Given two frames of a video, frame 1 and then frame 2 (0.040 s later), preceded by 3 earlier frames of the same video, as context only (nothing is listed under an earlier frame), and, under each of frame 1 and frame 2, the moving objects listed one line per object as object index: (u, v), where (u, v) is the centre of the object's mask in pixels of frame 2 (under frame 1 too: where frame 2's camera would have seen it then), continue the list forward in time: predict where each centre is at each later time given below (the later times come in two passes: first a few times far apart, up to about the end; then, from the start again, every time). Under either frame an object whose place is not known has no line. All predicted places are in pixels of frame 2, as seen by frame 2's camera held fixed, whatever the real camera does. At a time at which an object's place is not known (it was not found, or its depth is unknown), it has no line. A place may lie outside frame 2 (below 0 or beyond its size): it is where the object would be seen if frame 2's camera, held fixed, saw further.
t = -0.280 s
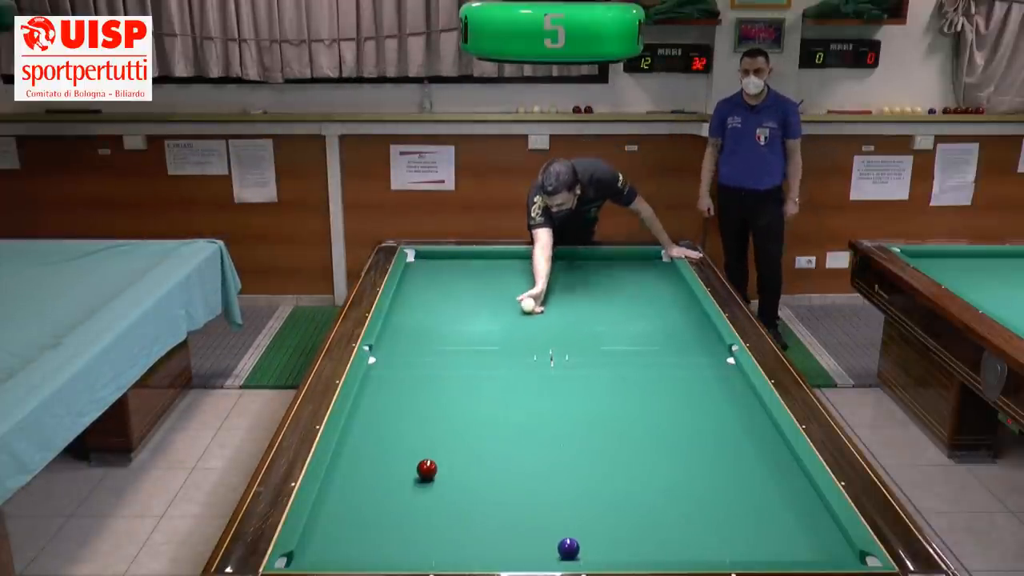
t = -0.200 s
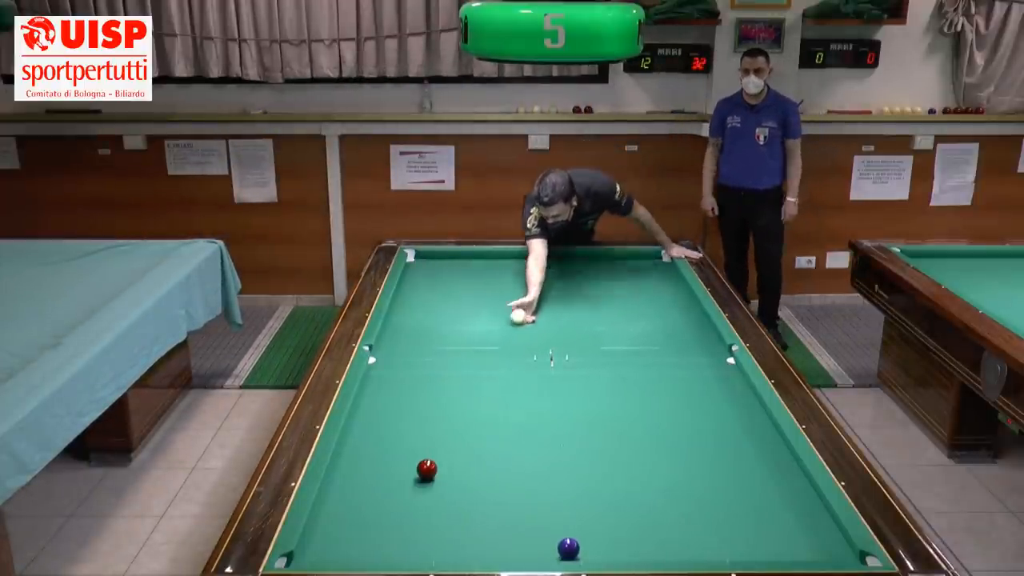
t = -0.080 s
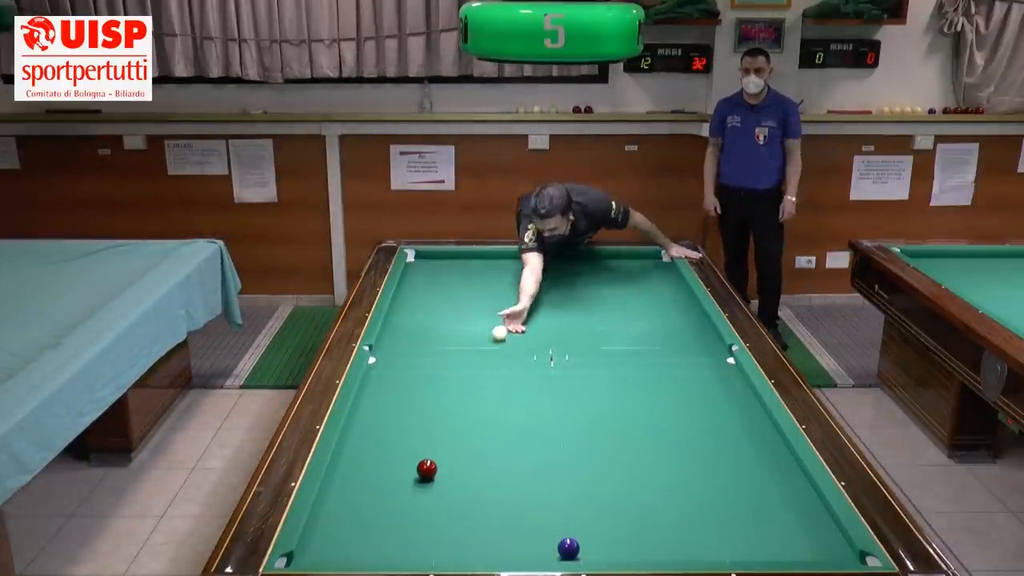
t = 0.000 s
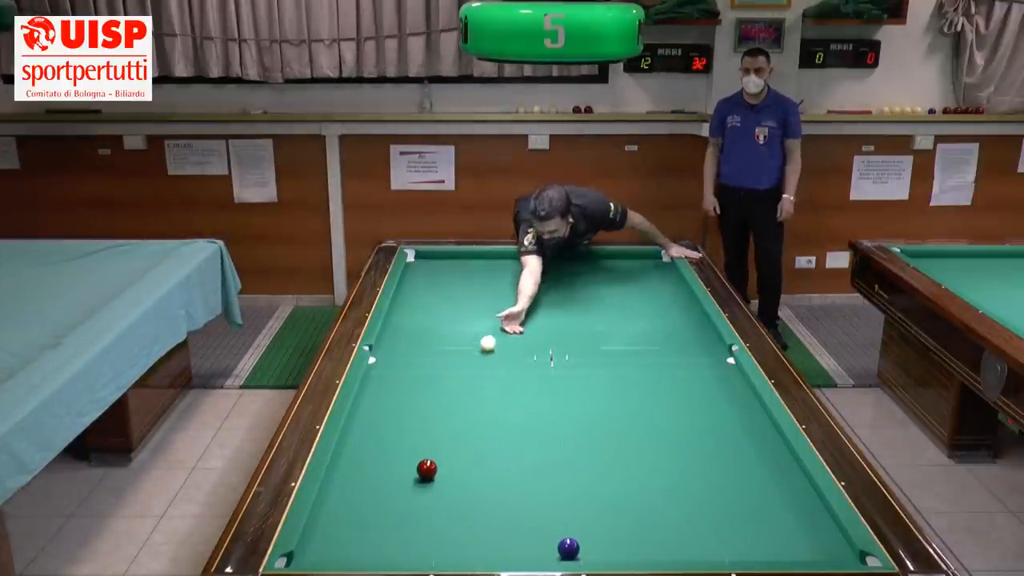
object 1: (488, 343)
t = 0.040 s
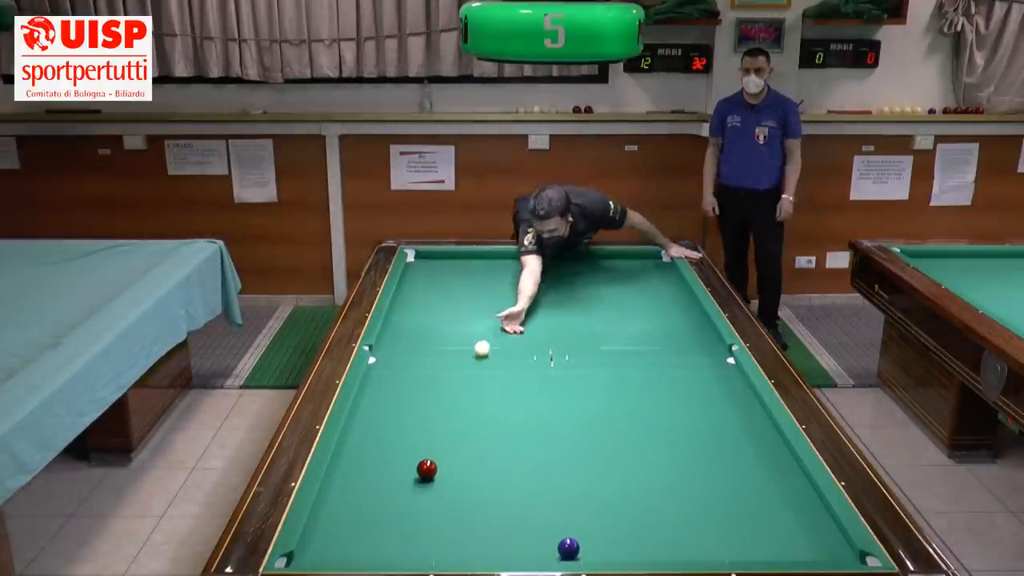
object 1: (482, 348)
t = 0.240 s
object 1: (452, 375)
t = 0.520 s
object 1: (403, 419)
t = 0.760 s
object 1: (352, 465)
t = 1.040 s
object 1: (339, 523)
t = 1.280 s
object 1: (355, 546)
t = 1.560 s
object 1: (393, 505)
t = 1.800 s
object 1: (416, 479)
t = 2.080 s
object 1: (419, 471)
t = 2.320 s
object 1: (422, 464)
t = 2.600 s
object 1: (426, 457)
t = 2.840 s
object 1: (428, 450)
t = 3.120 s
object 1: (431, 444)
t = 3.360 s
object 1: (433, 440)
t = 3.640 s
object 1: (436, 435)
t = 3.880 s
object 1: (437, 431)
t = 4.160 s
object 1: (439, 426)
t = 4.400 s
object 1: (440, 423)
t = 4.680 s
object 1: (441, 420)
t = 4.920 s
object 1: (441, 417)
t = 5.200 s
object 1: (442, 415)
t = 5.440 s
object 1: (442, 413)
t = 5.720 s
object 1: (442, 411)
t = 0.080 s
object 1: (476, 353)
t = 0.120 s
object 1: (470, 359)
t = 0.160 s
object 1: (464, 364)
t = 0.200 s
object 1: (458, 369)
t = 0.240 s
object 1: (452, 375)
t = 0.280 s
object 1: (446, 380)
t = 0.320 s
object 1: (439, 386)
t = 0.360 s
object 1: (432, 393)
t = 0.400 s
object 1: (426, 399)
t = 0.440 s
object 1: (418, 405)
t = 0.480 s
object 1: (411, 412)
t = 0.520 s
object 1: (403, 419)
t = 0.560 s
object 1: (395, 426)
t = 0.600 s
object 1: (387, 433)
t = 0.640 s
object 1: (379, 440)
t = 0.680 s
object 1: (370, 449)
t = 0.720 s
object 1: (361, 457)
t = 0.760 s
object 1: (352, 465)
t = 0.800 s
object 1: (342, 473)
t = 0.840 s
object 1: (333, 483)
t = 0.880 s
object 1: (335, 490)
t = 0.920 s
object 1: (337, 498)
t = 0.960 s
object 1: (338, 506)
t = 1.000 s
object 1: (339, 515)
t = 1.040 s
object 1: (339, 523)
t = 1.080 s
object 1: (340, 533)
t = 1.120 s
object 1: (341, 542)
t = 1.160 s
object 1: (342, 550)
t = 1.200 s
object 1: (343, 556)
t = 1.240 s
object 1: (349, 552)
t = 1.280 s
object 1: (355, 546)
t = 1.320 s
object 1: (361, 540)
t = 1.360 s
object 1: (367, 533)
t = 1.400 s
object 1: (372, 528)
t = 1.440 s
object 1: (377, 522)
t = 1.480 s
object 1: (383, 516)
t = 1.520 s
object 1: (388, 510)
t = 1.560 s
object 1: (393, 505)
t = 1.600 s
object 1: (398, 500)
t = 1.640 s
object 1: (402, 495)
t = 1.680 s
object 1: (407, 489)
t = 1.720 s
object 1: (412, 485)
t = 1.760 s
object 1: (416, 480)
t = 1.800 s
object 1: (416, 479)
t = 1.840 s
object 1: (416, 478)
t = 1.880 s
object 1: (416, 477)
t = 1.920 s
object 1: (417, 476)
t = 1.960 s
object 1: (418, 474)
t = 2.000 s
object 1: (418, 473)
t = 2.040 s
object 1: (419, 472)
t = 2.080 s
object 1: (419, 471)
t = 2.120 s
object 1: (420, 470)
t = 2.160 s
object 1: (420, 468)
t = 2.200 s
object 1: (421, 467)
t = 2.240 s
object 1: (421, 466)
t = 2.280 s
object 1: (422, 465)
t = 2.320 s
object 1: (422, 464)
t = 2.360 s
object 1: (423, 463)
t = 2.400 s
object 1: (423, 461)
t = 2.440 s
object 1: (424, 461)
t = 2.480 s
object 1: (424, 459)
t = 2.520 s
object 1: (425, 458)
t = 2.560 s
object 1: (425, 457)
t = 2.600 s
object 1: (426, 457)
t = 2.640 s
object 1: (426, 456)
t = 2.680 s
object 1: (427, 454)
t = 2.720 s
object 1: (427, 453)
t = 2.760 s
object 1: (427, 452)
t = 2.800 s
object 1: (428, 451)
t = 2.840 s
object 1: (428, 450)
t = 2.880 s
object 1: (429, 450)
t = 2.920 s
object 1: (429, 449)
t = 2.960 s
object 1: (429, 448)
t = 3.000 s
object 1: (430, 447)
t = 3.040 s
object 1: (430, 446)
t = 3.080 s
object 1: (431, 445)
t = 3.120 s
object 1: (431, 444)
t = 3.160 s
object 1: (432, 444)
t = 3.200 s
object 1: (432, 443)
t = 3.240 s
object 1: (432, 442)
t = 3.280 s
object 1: (433, 441)
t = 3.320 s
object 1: (433, 440)
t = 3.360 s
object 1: (433, 440)
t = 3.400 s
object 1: (434, 439)
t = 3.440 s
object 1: (434, 438)
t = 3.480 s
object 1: (434, 437)
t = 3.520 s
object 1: (435, 436)
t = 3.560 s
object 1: (435, 436)
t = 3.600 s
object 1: (435, 435)
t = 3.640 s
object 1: (436, 435)
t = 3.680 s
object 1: (436, 434)
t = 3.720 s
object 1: (436, 433)
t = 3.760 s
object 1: (437, 432)
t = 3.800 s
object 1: (437, 432)
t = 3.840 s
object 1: (437, 431)
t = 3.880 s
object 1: (437, 431)
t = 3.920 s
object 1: (438, 430)
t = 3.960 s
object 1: (438, 430)
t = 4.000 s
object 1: (438, 429)
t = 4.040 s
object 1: (438, 428)
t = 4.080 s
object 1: (438, 428)
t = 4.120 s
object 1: (439, 427)
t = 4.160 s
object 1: (439, 426)
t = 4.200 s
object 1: (439, 426)
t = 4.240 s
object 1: (440, 425)
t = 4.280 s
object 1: (440, 425)
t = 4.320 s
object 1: (440, 424)
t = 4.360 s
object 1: (440, 424)
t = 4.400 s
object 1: (440, 423)
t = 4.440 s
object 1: (440, 423)
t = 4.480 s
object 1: (441, 422)
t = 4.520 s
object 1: (441, 422)
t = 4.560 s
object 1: (441, 421)
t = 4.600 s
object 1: (441, 421)
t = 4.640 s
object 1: (441, 420)
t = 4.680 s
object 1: (441, 420)
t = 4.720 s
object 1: (441, 420)
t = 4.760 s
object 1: (441, 419)
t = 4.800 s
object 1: (441, 419)
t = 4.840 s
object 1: (442, 418)
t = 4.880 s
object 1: (441, 418)
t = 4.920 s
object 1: (441, 417)
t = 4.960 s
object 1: (442, 417)
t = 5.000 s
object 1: (442, 416)
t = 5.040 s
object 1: (442, 416)
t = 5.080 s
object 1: (442, 416)
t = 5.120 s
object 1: (442, 415)
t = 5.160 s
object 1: (442, 415)
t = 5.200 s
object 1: (442, 415)
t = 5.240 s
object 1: (442, 414)
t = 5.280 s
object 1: (442, 414)
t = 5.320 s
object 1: (442, 413)
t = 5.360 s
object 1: (442, 413)
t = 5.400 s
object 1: (442, 413)
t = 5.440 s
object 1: (442, 413)
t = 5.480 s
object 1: (442, 412)
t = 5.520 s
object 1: (442, 412)
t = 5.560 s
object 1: (442, 412)
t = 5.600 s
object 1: (442, 412)
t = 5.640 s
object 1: (442, 411)
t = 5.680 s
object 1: (442, 411)
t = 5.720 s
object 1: (442, 411)
